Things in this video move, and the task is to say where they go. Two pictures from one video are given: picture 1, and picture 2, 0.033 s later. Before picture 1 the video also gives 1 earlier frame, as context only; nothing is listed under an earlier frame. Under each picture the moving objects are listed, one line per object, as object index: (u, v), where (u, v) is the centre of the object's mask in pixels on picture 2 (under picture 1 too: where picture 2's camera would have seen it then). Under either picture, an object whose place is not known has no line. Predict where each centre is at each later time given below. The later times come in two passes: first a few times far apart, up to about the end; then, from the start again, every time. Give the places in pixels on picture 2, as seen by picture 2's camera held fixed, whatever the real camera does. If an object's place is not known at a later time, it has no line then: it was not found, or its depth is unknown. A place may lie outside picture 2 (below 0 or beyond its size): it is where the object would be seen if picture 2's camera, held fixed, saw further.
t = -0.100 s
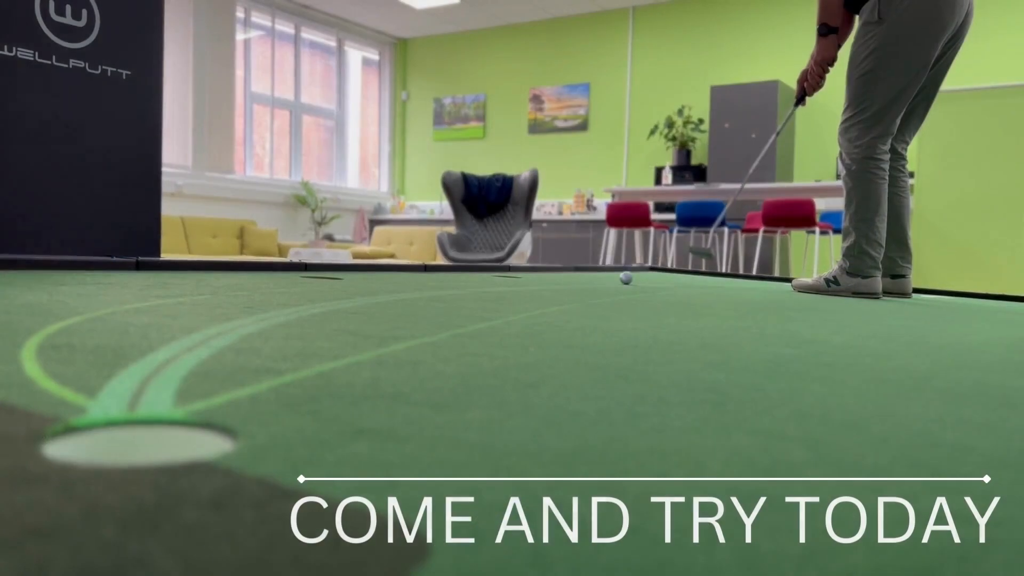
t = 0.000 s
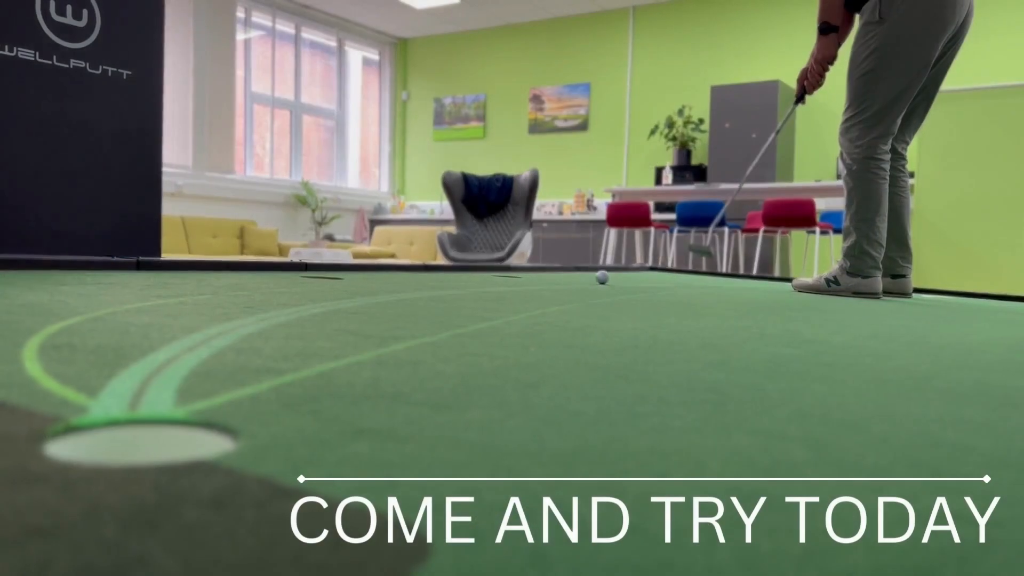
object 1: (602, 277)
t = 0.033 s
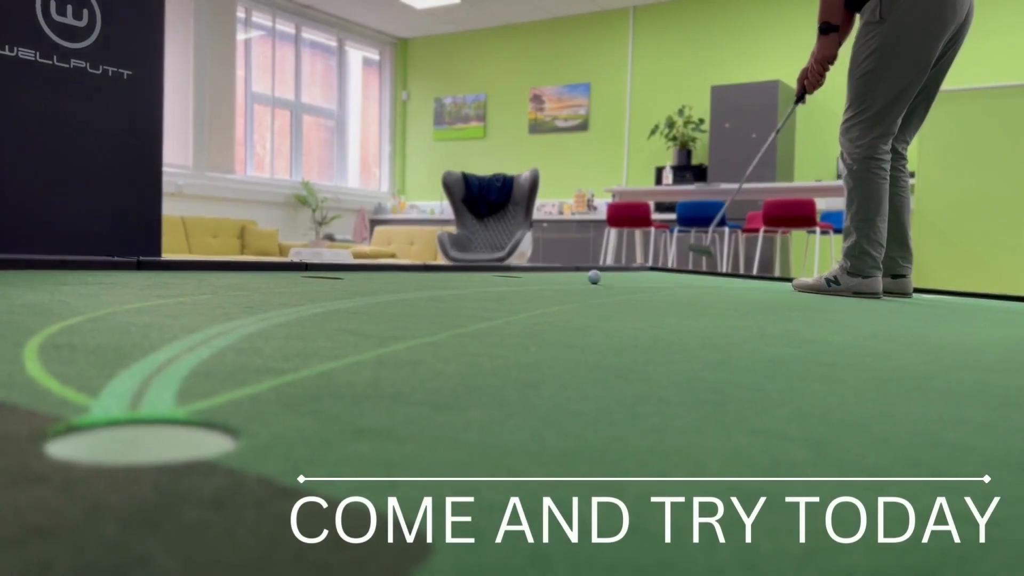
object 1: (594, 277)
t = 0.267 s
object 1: (537, 277)
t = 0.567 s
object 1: (465, 277)
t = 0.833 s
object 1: (402, 278)
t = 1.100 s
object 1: (341, 280)
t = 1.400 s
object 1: (275, 285)
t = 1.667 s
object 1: (222, 291)
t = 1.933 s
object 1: (176, 299)
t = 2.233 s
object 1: (134, 310)
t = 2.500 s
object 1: (111, 322)
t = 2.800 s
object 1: (101, 339)
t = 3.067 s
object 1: (105, 356)
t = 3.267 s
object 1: (117, 372)
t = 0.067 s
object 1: (587, 277)
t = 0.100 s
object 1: (578, 277)
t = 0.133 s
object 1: (570, 277)
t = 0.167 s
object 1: (562, 277)
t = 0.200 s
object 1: (554, 277)
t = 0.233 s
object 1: (546, 277)
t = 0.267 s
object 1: (537, 277)
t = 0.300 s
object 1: (530, 277)
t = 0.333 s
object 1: (522, 277)
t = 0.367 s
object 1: (514, 277)
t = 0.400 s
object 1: (506, 277)
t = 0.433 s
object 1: (498, 277)
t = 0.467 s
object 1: (490, 277)
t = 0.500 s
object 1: (482, 277)
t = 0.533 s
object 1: (473, 277)
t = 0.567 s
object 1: (465, 277)
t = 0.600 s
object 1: (457, 277)
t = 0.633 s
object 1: (449, 277)
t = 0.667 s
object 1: (441, 278)
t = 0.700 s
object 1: (433, 278)
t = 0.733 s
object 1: (425, 278)
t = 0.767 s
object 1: (417, 278)
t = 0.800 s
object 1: (409, 278)
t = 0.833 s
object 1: (402, 278)
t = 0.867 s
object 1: (394, 278)
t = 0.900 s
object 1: (386, 279)
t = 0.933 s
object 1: (379, 279)
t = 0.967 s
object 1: (371, 279)
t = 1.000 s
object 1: (363, 280)
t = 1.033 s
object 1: (356, 280)
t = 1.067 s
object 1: (348, 280)
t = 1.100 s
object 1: (341, 280)
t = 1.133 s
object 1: (333, 281)
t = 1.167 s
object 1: (326, 281)
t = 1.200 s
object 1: (318, 282)
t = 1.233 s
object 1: (311, 282)
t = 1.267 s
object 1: (303, 283)
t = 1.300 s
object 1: (296, 283)
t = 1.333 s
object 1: (289, 284)
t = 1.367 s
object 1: (282, 285)
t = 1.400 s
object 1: (275, 285)
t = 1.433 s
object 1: (268, 286)
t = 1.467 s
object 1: (261, 287)
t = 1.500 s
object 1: (254, 287)
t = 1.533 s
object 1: (248, 288)
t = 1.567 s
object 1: (241, 289)
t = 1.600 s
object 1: (235, 289)
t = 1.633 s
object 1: (228, 290)
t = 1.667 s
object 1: (222, 291)
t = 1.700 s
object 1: (215, 293)
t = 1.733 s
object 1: (209, 294)
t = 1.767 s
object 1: (203, 295)
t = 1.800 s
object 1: (197, 296)
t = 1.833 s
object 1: (192, 296)
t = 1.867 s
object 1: (186, 298)
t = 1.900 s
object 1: (181, 299)
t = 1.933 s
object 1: (176, 299)
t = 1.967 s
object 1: (171, 300)
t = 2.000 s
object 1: (166, 301)
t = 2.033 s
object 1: (161, 302)
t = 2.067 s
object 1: (156, 304)
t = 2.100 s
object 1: (151, 305)
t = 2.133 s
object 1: (147, 306)
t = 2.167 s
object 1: (143, 307)
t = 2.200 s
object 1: (138, 308)
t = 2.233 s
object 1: (134, 310)
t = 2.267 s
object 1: (130, 311)
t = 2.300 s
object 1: (127, 312)
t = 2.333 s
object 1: (124, 314)
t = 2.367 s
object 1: (121, 315)
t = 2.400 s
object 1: (118, 317)
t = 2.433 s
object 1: (115, 318)
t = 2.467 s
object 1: (113, 320)
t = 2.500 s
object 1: (111, 322)
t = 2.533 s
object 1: (110, 324)
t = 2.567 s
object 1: (108, 325)
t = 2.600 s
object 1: (106, 327)
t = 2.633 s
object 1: (105, 329)
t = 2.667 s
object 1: (104, 331)
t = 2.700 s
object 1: (103, 333)
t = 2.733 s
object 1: (102, 335)
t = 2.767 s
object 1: (101, 337)
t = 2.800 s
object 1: (101, 339)
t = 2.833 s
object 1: (101, 341)
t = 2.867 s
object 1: (100, 343)
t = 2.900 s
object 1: (100, 345)
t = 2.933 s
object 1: (101, 347)
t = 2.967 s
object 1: (102, 350)
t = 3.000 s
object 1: (103, 352)
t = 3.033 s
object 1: (103, 354)
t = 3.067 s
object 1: (105, 356)
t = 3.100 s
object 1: (106, 359)
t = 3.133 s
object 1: (108, 361)
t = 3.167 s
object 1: (109, 364)
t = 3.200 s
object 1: (112, 366)
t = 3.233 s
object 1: (115, 369)
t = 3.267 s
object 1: (117, 372)
